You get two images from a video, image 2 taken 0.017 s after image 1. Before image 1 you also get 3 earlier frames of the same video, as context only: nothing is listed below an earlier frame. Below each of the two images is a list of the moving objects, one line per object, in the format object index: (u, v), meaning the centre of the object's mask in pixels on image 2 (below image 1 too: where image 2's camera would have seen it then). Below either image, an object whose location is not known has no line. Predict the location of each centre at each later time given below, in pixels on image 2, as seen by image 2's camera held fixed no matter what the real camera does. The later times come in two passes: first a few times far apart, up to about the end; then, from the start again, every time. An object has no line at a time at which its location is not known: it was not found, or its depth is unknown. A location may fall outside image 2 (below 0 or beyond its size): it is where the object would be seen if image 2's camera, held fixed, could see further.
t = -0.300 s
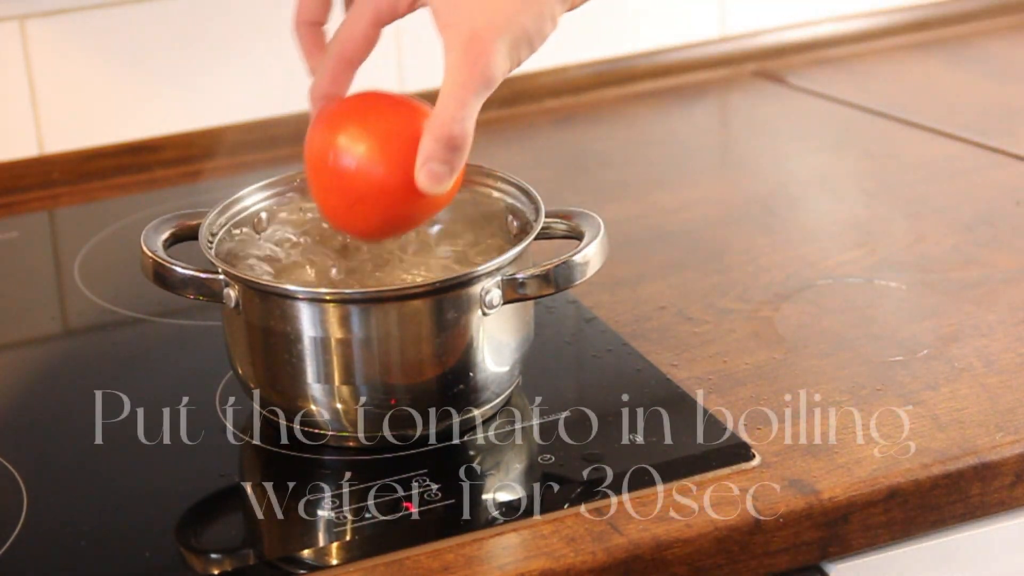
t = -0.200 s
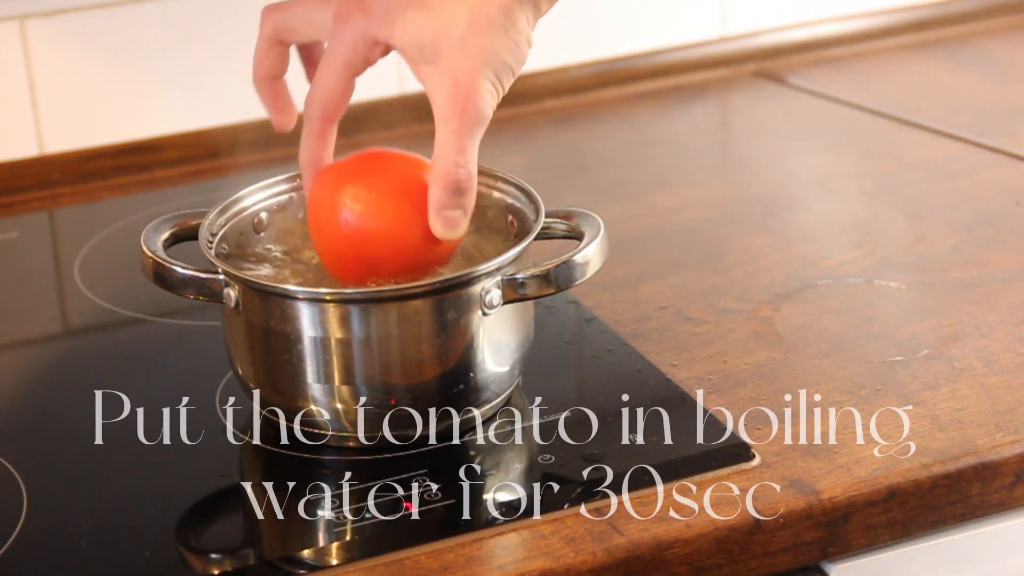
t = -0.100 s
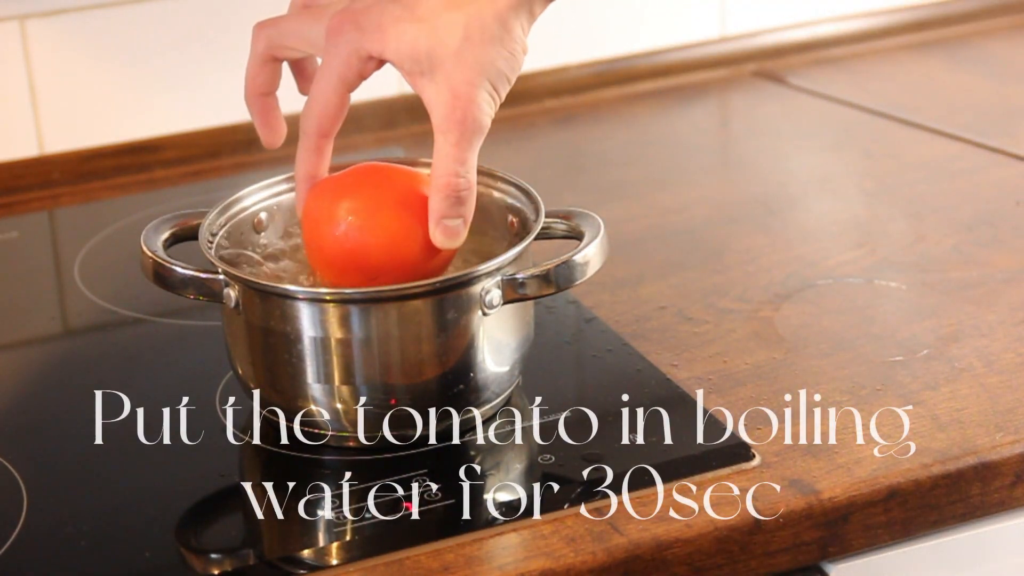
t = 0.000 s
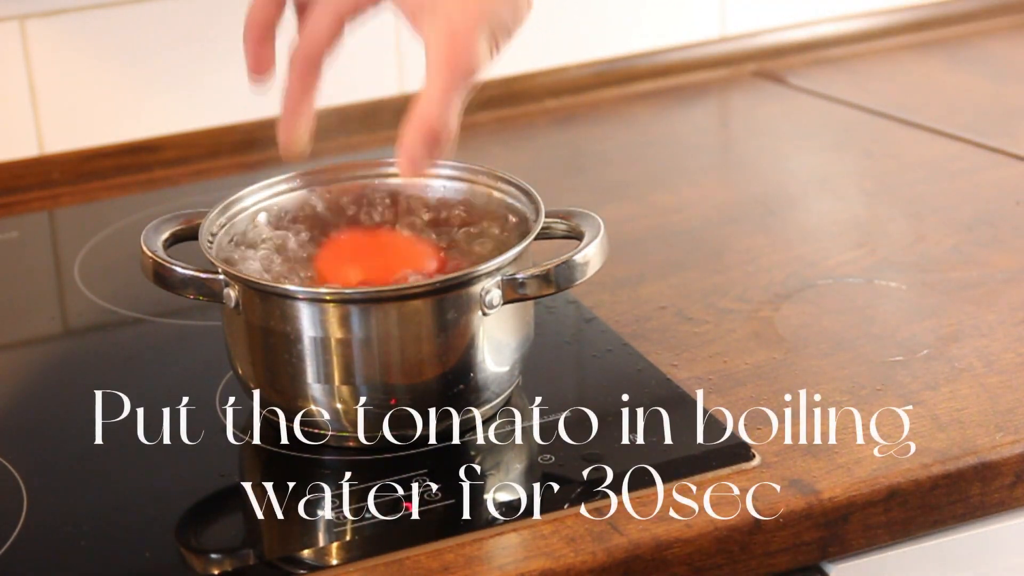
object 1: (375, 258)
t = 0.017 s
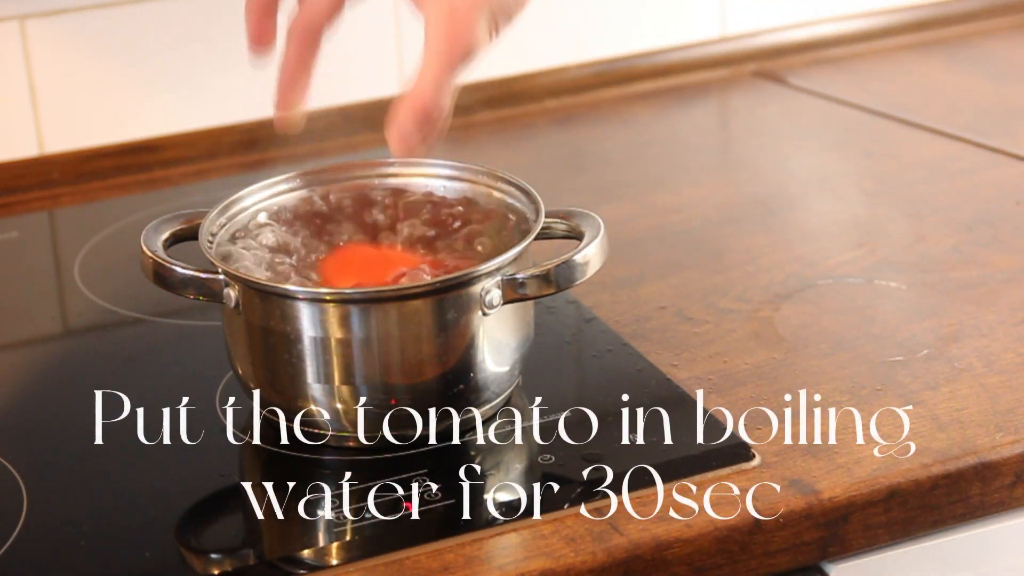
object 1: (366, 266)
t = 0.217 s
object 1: (387, 263)
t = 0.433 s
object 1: (406, 266)
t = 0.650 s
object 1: (398, 273)
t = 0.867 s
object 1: (382, 276)
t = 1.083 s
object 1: (375, 281)
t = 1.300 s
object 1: (365, 283)
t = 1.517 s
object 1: (358, 283)
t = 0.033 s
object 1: (384, 266)
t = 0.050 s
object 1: (384, 264)
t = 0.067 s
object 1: (384, 261)
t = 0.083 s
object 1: (385, 259)
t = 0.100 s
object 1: (391, 256)
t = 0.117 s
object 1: (384, 255)
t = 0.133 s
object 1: (374, 256)
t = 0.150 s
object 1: (372, 258)
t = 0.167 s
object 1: (374, 260)
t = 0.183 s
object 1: (377, 261)
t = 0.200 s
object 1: (386, 263)
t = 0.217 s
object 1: (387, 263)
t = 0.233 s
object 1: (386, 263)
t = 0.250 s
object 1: (390, 262)
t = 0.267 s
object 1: (391, 261)
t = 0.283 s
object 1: (393, 261)
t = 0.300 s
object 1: (392, 262)
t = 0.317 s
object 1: (395, 262)
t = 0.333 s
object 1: (391, 265)
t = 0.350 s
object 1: (393, 265)
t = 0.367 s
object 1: (396, 266)
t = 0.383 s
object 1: (400, 266)
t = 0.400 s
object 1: (404, 266)
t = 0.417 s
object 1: (406, 266)
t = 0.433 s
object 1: (406, 266)
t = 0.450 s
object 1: (407, 265)
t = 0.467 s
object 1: (403, 267)
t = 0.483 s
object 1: (402, 267)
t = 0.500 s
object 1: (399, 268)
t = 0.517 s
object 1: (401, 268)
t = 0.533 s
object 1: (402, 269)
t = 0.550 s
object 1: (402, 270)
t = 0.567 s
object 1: (403, 270)
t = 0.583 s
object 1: (402, 271)
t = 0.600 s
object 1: (400, 271)
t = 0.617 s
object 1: (403, 271)
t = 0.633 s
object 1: (404, 272)
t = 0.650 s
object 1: (398, 273)
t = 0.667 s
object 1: (398, 273)
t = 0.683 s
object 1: (398, 273)
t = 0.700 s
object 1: (400, 272)
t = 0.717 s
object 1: (397, 273)
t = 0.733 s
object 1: (397, 273)
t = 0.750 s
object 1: (398, 274)
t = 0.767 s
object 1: (397, 275)
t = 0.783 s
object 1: (398, 275)
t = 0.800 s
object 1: (395, 276)
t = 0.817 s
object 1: (393, 276)
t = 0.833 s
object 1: (390, 276)
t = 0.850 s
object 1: (389, 276)
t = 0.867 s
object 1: (382, 276)
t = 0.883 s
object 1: (383, 277)
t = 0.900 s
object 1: (381, 277)
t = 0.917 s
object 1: (380, 277)
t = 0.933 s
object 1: (383, 277)
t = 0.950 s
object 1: (381, 278)
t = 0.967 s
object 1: (382, 279)
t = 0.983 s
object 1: (381, 279)
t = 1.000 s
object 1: (378, 280)
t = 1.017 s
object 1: (374, 281)
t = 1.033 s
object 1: (375, 281)
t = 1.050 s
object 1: (374, 282)
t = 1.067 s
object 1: (372, 282)
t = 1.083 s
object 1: (375, 281)
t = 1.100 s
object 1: (368, 282)
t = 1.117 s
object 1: (365, 282)
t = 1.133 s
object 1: (371, 281)
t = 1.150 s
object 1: (369, 282)
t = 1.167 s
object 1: (369, 282)
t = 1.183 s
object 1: (367, 283)
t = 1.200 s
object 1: (365, 283)
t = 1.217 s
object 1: (367, 283)
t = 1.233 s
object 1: (365, 283)
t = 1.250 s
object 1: (362, 283)
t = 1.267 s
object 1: (362, 283)
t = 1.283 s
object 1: (365, 283)
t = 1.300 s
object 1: (365, 283)
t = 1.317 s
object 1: (368, 283)
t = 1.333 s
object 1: (371, 283)
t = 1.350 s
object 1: (371, 283)
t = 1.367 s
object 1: (368, 283)
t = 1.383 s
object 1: (365, 283)
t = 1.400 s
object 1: (364, 282)
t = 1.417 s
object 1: (365, 283)
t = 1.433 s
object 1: (365, 283)
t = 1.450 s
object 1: (366, 283)
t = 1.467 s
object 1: (364, 284)
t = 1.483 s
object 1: (361, 284)
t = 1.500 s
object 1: (356, 283)
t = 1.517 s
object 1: (358, 283)
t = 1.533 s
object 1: (358, 283)
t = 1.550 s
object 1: (358, 282)
